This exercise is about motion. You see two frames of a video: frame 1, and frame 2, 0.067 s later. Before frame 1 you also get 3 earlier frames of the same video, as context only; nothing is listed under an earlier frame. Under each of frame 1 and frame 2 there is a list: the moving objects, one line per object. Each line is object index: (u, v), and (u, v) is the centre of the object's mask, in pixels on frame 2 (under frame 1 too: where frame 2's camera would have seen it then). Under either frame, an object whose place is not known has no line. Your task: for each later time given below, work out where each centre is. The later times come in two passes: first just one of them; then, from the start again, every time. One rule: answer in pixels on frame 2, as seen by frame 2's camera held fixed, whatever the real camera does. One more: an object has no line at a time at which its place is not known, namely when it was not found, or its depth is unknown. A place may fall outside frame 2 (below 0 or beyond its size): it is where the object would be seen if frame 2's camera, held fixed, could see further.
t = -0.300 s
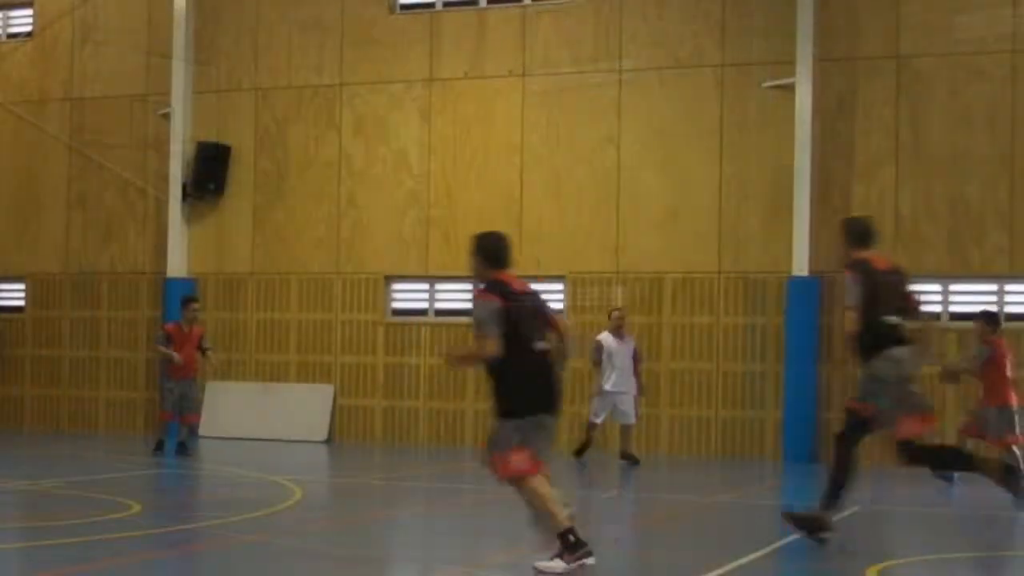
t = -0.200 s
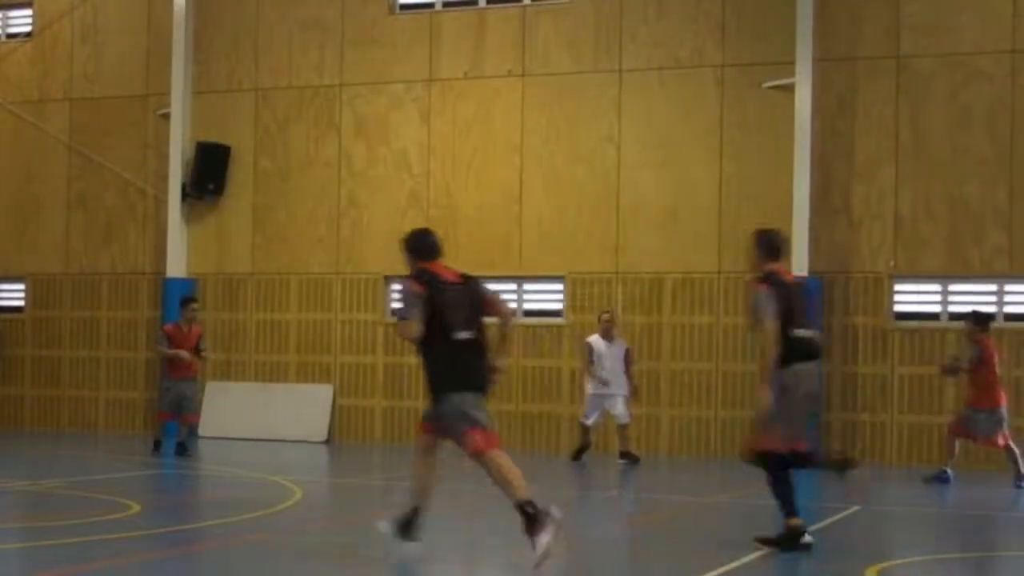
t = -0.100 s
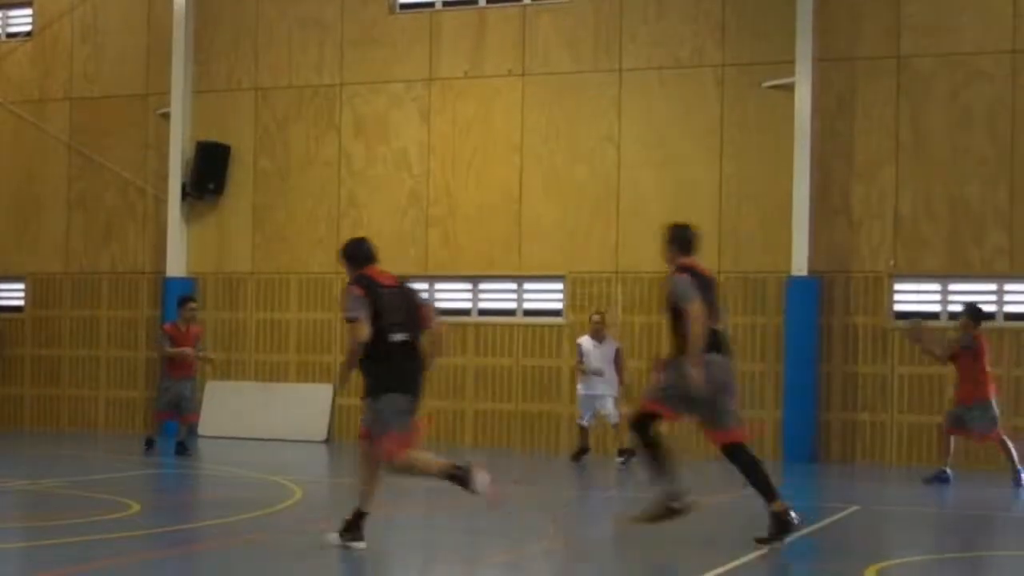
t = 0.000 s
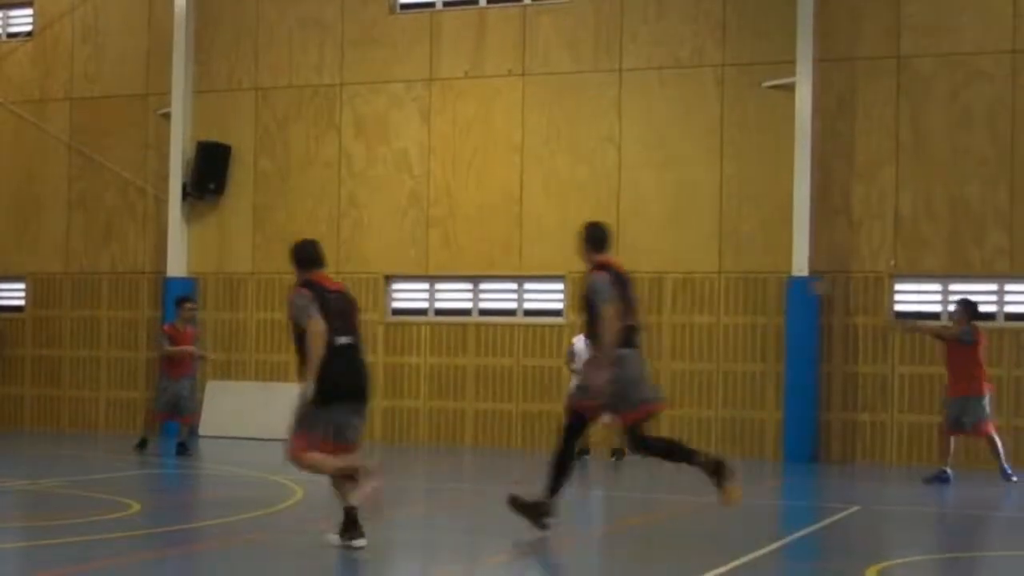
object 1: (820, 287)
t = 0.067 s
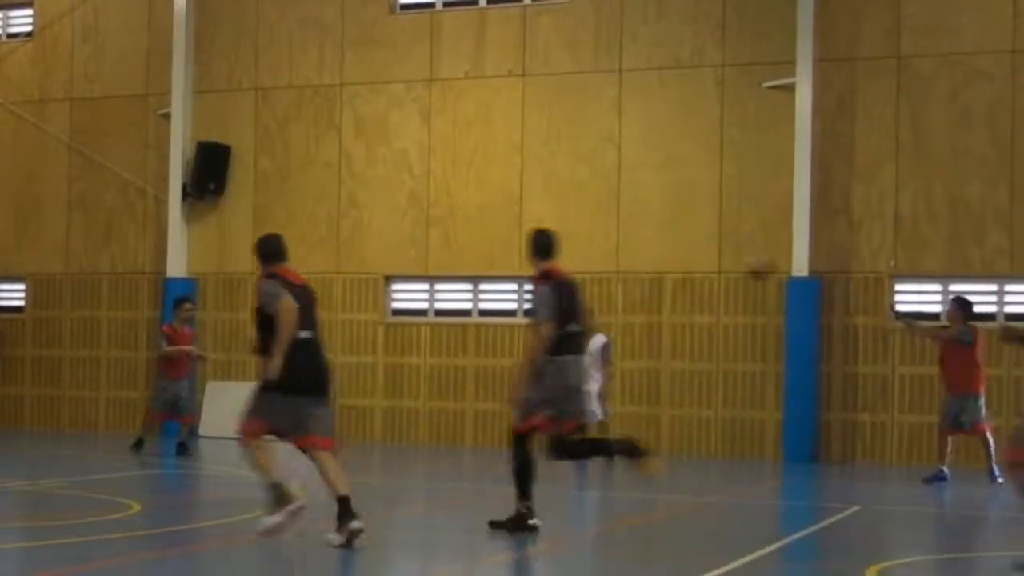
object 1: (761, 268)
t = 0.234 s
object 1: (603, 235)
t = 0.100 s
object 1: (730, 263)
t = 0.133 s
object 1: (697, 253)
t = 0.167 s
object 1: (664, 246)
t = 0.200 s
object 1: (633, 239)
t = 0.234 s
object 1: (603, 235)
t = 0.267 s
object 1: (572, 231)
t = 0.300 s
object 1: (542, 229)
